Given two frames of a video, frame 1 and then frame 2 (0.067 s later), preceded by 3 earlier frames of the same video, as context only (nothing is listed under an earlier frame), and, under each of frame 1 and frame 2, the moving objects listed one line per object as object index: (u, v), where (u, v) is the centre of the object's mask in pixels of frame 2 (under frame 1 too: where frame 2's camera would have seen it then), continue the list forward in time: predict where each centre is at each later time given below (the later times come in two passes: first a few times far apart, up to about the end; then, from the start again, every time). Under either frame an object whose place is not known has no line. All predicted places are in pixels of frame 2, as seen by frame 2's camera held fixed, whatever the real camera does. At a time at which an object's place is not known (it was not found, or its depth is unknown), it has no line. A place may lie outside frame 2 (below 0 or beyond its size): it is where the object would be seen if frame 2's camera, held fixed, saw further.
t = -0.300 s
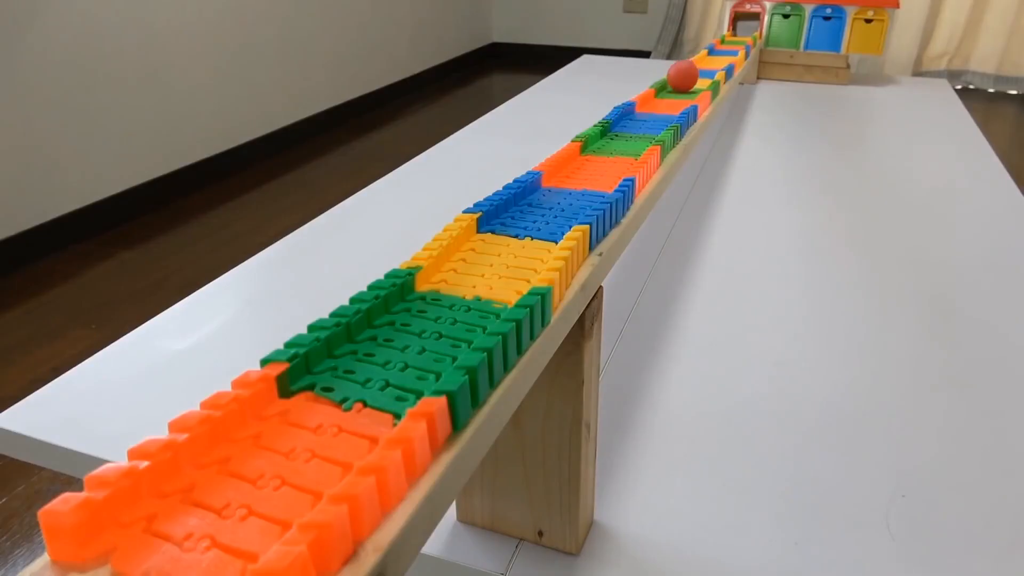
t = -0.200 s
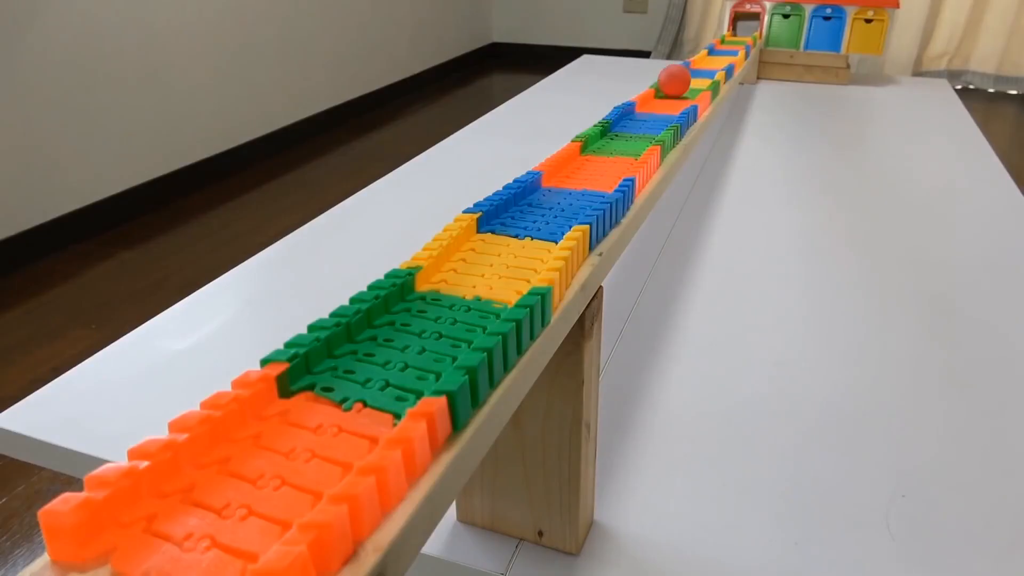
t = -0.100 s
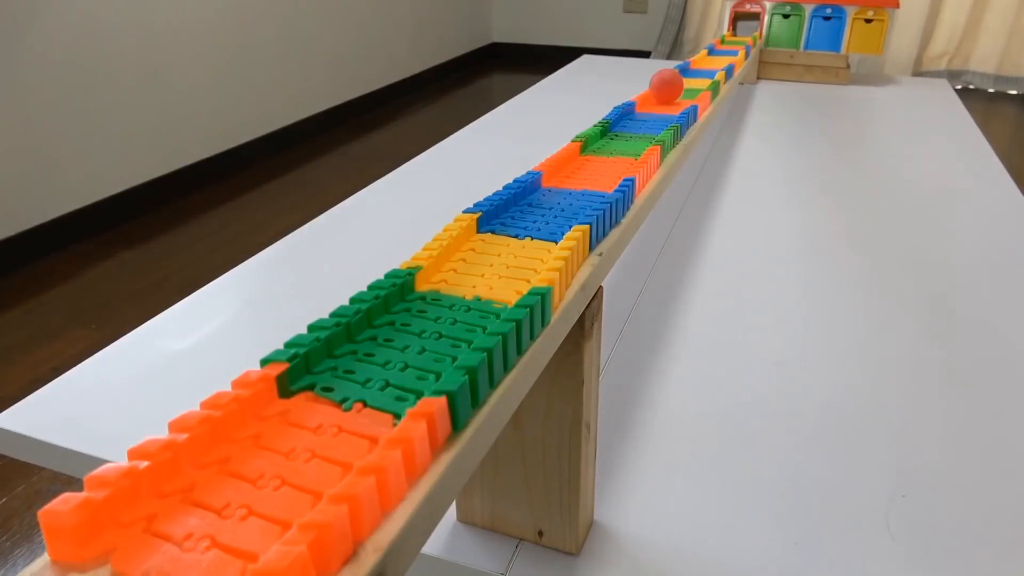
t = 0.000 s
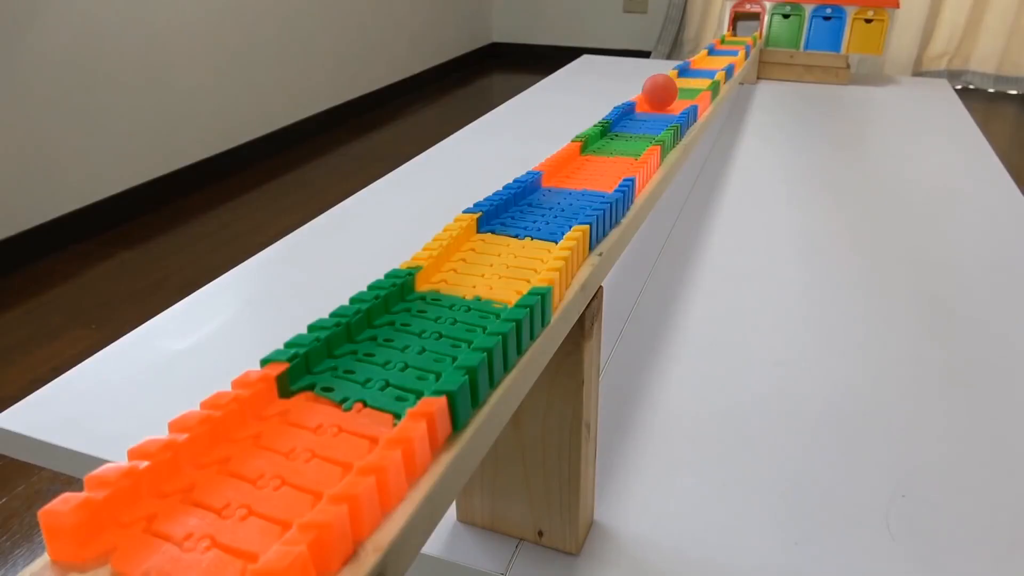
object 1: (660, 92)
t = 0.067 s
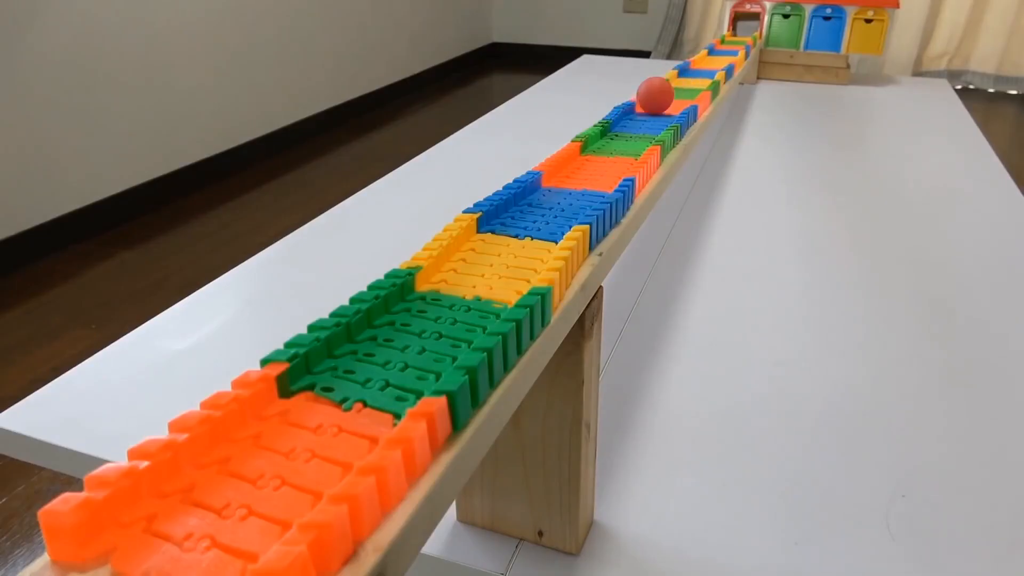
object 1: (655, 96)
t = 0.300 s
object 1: (636, 112)
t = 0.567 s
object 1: (615, 137)
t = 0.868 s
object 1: (590, 171)
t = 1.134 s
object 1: (526, 208)
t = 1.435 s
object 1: (433, 267)
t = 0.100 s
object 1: (653, 97)
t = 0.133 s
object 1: (651, 98)
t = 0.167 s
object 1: (649, 99)
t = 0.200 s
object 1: (646, 102)
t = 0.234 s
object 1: (643, 105)
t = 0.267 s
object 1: (639, 109)
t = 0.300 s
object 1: (636, 112)
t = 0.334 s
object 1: (634, 115)
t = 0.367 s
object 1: (632, 118)
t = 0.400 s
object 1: (629, 121)
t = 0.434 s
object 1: (626, 123)
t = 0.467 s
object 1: (623, 126)
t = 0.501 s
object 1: (620, 129)
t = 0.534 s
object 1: (617, 131)
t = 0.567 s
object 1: (615, 137)
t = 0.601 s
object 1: (613, 141)
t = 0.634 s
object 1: (611, 145)
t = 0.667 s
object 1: (609, 148)
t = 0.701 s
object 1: (606, 153)
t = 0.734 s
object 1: (604, 155)
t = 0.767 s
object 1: (601, 159)
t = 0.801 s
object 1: (598, 163)
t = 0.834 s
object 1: (594, 167)
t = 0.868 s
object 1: (590, 171)
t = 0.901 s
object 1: (585, 174)
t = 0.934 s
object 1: (577, 179)
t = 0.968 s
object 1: (569, 183)
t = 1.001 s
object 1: (561, 188)
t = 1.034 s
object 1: (553, 192)
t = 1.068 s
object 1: (545, 196)
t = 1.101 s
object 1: (535, 202)
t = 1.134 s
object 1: (526, 208)
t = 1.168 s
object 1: (517, 214)
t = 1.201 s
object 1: (506, 222)
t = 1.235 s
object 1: (496, 230)
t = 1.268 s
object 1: (486, 236)
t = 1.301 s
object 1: (475, 244)
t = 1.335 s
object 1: (465, 250)
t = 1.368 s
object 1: (454, 255)
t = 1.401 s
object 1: (443, 261)
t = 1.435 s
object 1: (433, 267)
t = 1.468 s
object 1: (423, 274)
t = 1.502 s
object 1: (412, 281)
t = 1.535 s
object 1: (401, 289)
